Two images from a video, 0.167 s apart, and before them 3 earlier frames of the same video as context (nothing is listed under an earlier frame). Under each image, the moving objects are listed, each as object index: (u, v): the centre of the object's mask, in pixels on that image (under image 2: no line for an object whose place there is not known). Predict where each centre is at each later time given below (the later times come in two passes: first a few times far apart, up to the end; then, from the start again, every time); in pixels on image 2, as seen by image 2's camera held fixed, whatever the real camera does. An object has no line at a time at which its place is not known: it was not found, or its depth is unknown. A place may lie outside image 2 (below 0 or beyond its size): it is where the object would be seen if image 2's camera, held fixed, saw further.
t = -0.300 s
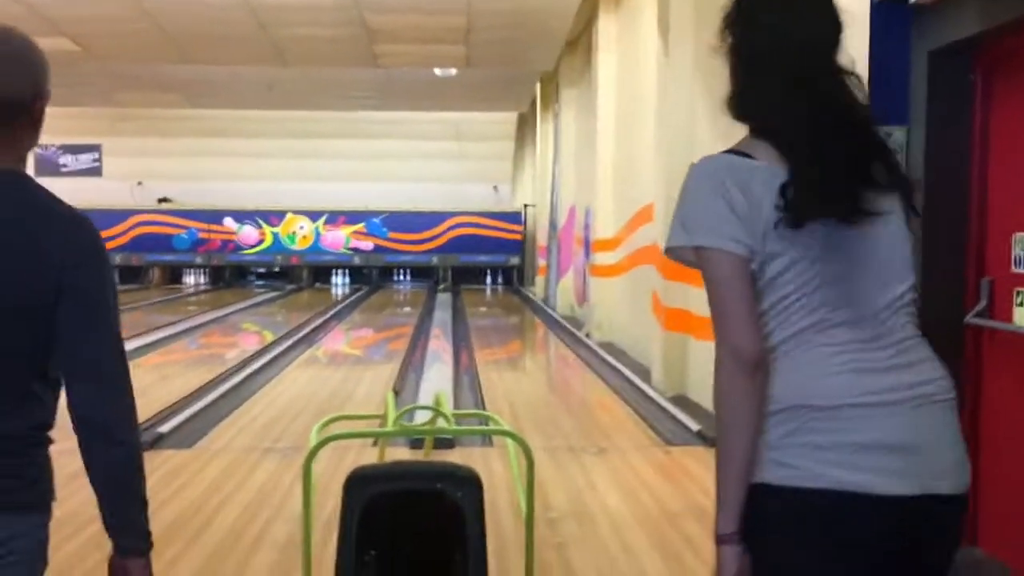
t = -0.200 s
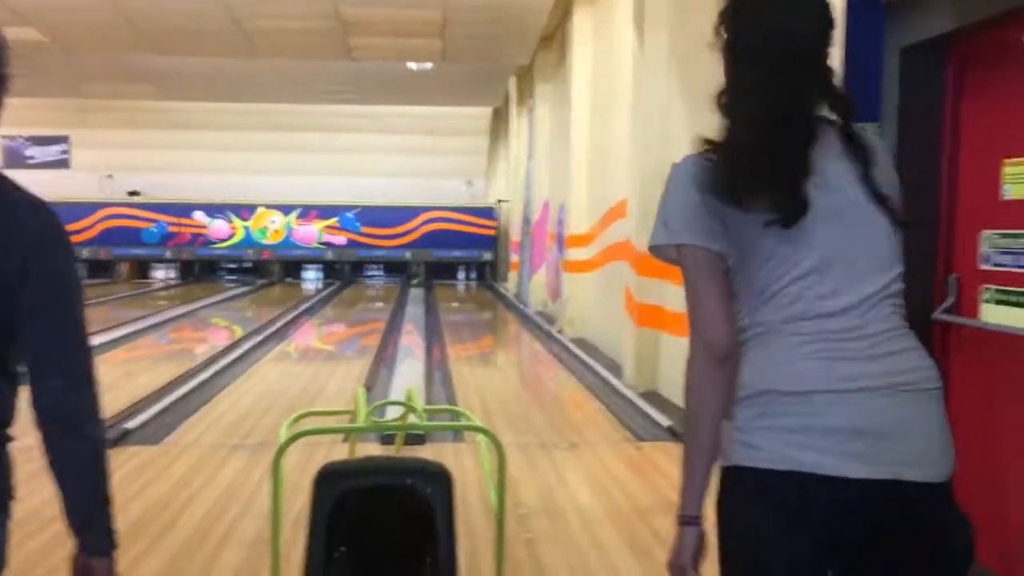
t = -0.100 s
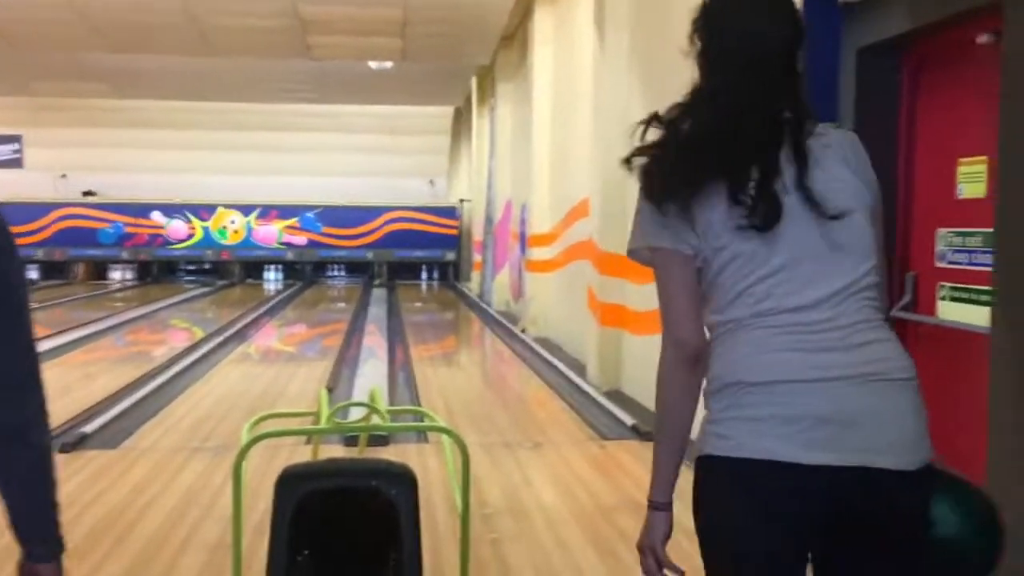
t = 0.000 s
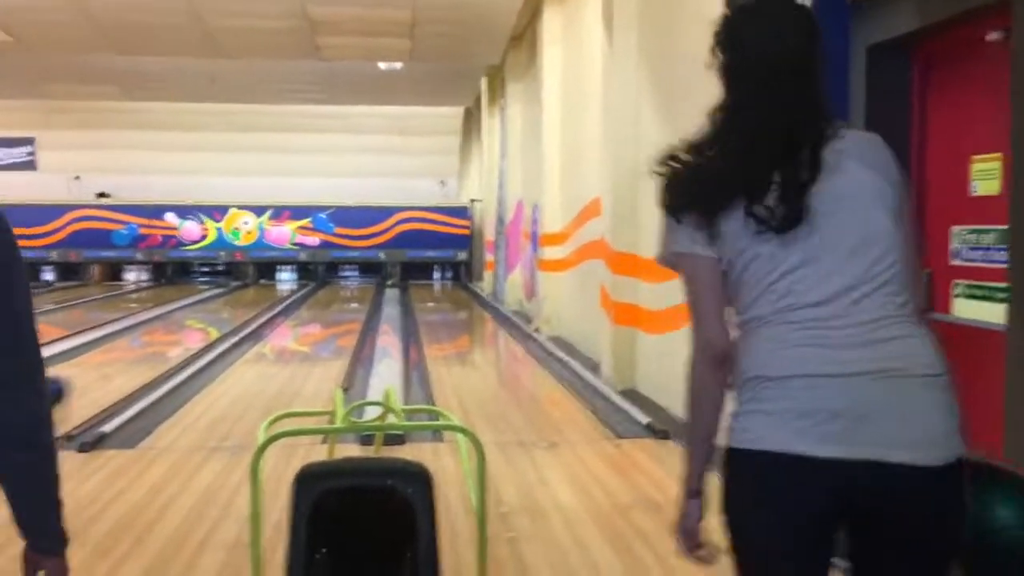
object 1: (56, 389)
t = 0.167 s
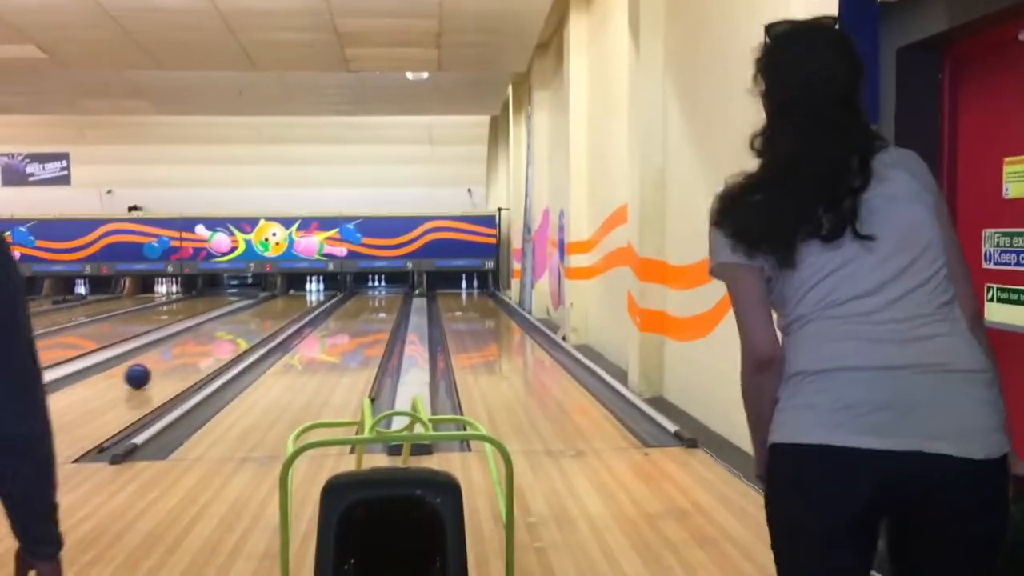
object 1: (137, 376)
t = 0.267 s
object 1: (161, 364)
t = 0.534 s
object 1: (206, 340)
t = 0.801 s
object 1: (238, 324)
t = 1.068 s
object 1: (260, 313)
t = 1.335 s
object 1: (277, 304)
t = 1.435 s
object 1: (282, 301)
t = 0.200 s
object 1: (146, 372)
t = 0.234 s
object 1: (153, 368)
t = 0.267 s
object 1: (161, 364)
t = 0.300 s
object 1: (168, 360)
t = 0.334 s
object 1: (174, 356)
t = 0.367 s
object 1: (180, 354)
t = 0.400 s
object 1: (186, 351)
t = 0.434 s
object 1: (192, 348)
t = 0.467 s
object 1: (197, 346)
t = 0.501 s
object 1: (202, 343)
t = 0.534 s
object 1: (206, 340)
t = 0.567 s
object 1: (211, 338)
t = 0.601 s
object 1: (216, 336)
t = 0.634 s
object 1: (219, 334)
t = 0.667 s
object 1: (224, 332)
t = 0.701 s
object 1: (227, 330)
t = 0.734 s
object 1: (231, 328)
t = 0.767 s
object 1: (234, 326)
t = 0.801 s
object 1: (238, 324)
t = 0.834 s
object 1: (241, 323)
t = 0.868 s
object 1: (244, 321)
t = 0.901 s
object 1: (247, 319)
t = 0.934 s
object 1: (250, 318)
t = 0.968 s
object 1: (253, 317)
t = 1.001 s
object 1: (255, 315)
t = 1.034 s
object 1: (257, 314)
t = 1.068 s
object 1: (260, 313)
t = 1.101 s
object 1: (263, 312)
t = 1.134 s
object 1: (265, 311)
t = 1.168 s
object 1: (268, 309)
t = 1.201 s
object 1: (269, 308)
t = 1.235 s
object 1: (271, 307)
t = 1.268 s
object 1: (273, 306)
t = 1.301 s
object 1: (275, 305)
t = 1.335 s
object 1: (277, 304)
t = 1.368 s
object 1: (279, 303)
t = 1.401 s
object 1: (281, 302)
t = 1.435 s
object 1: (282, 301)
